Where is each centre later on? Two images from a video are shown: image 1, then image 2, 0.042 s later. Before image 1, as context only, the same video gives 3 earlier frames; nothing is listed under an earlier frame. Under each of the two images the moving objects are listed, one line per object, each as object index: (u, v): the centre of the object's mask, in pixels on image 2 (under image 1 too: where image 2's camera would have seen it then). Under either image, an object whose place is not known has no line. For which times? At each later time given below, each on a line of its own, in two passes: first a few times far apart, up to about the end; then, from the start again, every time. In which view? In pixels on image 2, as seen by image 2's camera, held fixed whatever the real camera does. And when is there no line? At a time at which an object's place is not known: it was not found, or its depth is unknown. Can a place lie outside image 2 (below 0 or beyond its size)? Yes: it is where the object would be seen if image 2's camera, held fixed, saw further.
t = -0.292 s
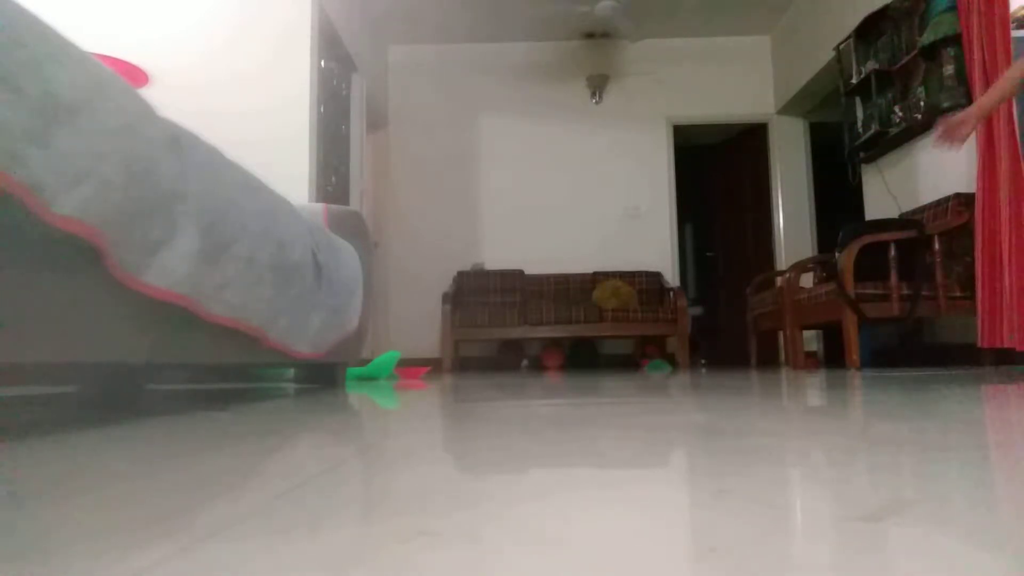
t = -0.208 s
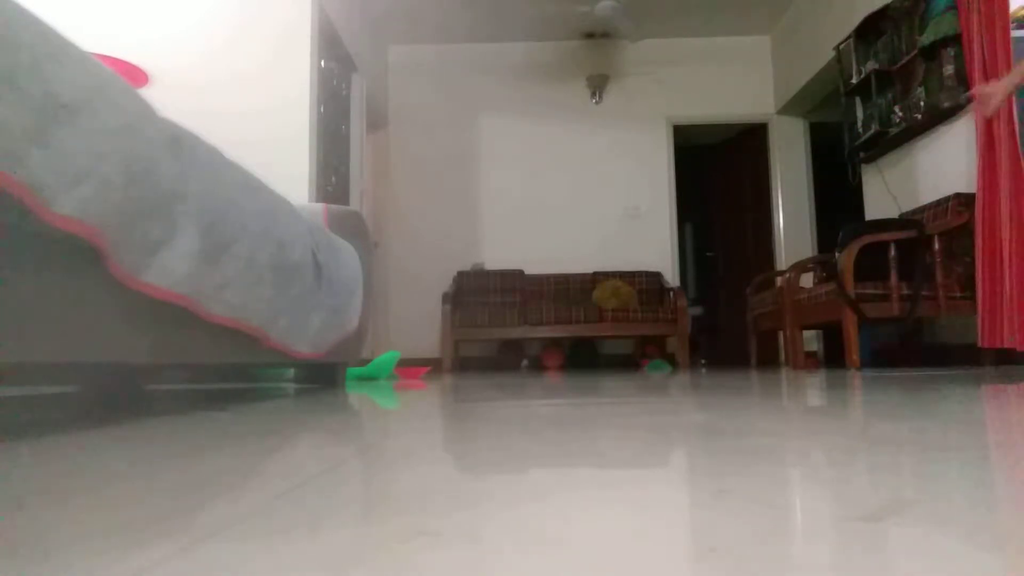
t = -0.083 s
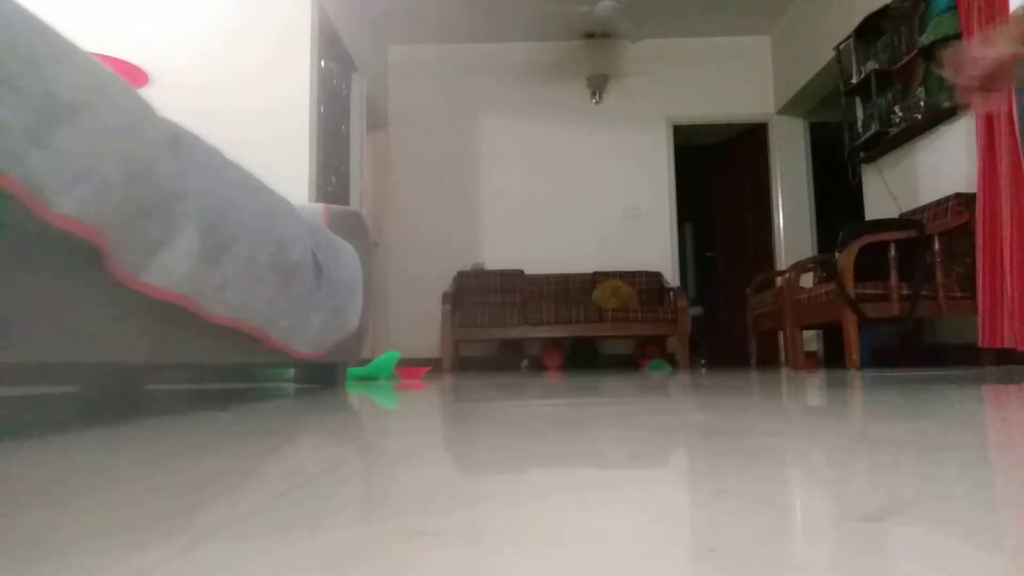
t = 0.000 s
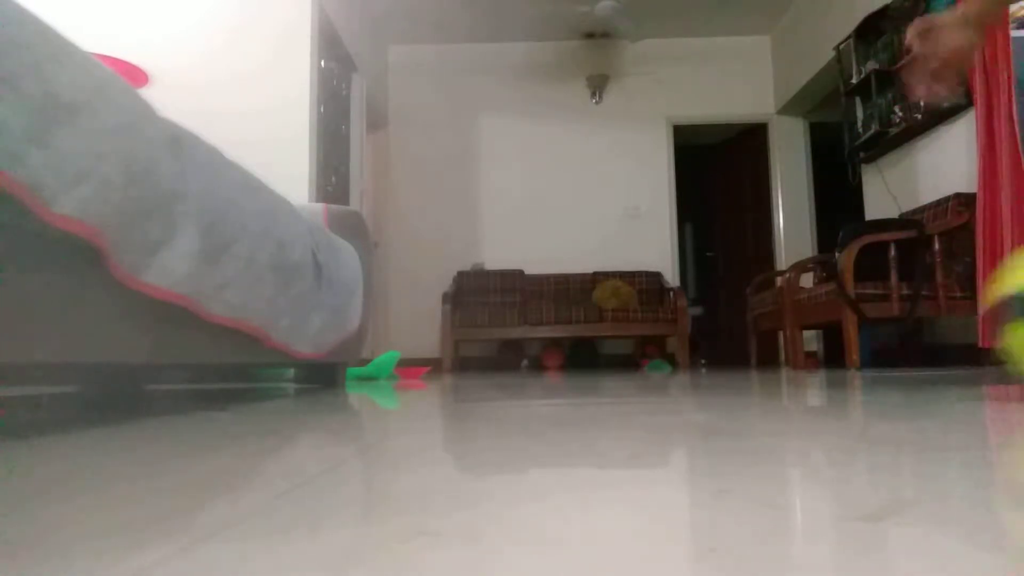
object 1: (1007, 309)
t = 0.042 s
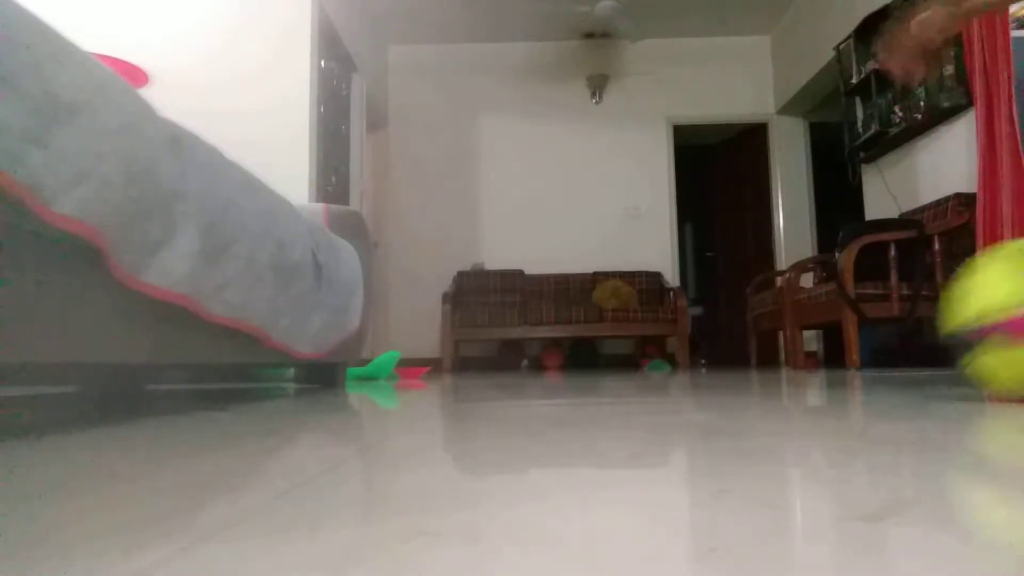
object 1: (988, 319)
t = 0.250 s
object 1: (723, 321)
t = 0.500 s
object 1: (383, 326)
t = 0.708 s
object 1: (302, 332)
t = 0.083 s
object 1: (971, 317)
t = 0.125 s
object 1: (934, 315)
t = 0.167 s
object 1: (859, 320)
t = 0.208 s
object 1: (790, 320)
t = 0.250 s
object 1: (723, 321)
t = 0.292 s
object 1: (664, 321)
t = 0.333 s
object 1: (608, 322)
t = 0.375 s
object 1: (548, 323)
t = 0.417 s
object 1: (493, 321)
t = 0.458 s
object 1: (437, 329)
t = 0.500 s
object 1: (383, 326)
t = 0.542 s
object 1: (321, 330)
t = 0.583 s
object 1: (270, 334)
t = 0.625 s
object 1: (252, 329)
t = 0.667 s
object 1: (278, 328)
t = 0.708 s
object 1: (302, 332)
